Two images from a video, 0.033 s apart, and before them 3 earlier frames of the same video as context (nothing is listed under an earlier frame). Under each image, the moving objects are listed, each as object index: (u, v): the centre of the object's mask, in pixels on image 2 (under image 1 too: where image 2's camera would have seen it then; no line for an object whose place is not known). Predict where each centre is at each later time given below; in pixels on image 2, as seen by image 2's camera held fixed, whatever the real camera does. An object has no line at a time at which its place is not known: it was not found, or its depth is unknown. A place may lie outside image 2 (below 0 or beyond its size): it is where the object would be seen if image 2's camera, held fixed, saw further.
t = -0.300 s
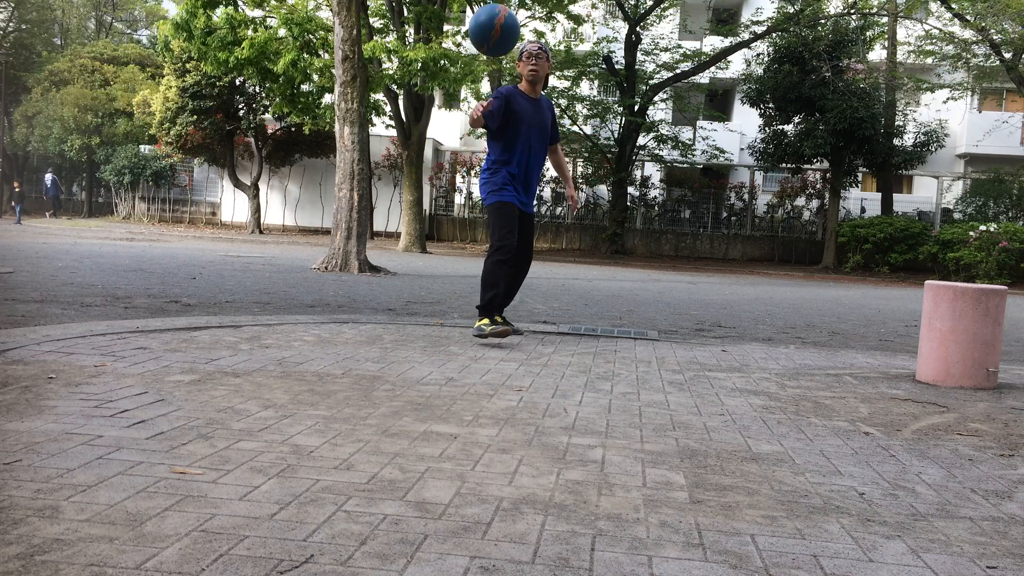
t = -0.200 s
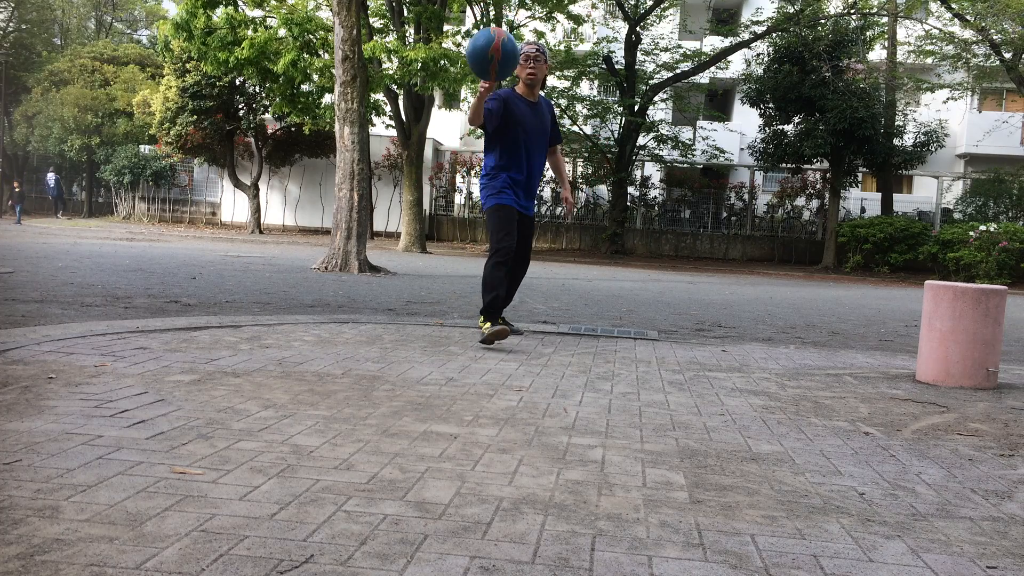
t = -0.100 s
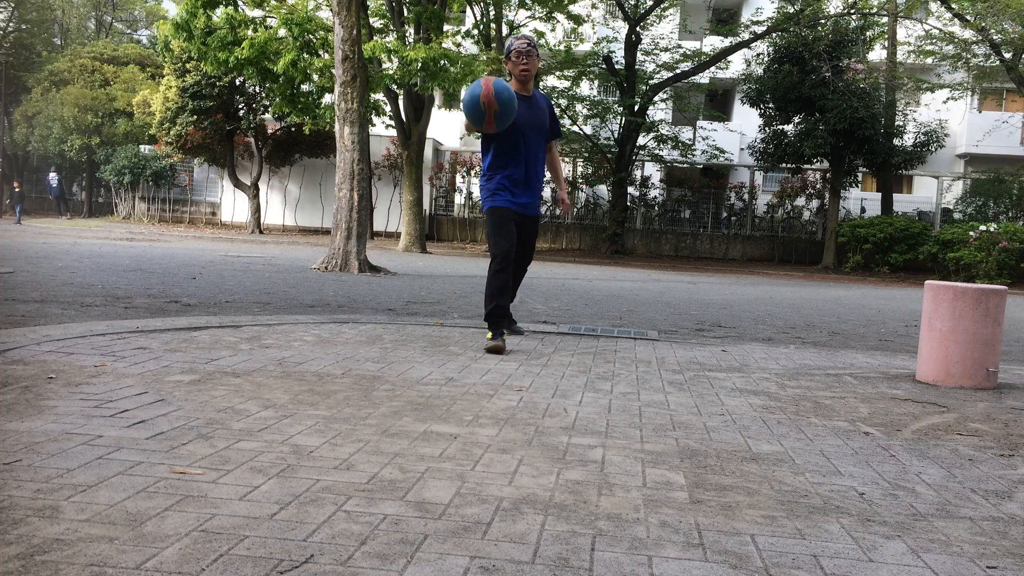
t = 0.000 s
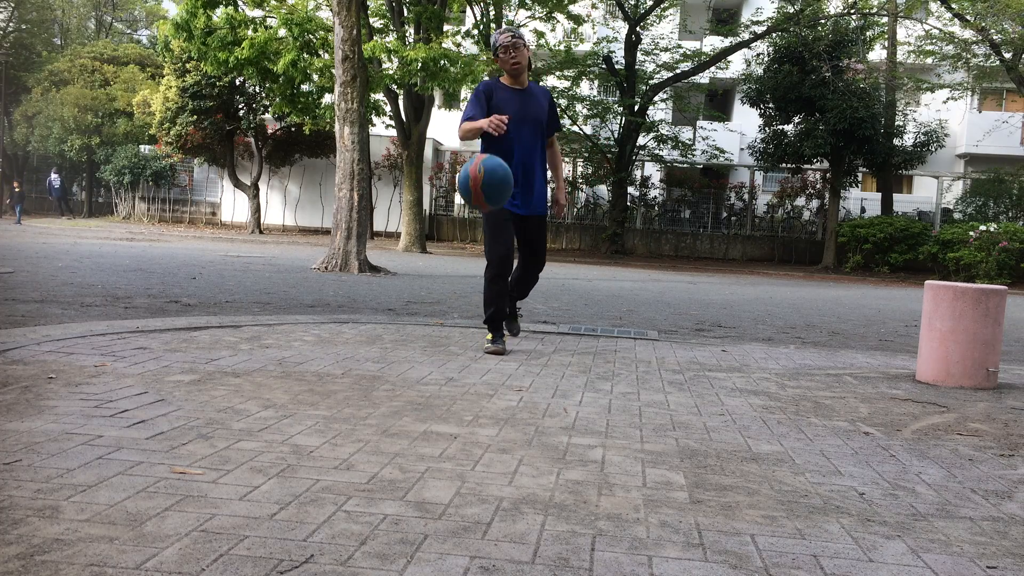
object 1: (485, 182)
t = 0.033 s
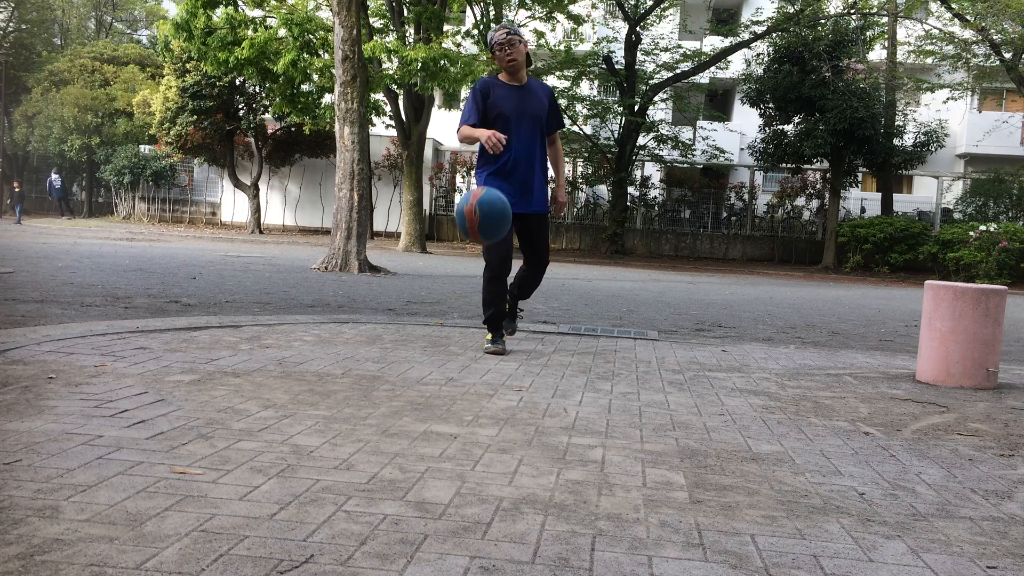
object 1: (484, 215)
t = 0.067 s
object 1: (482, 251)
